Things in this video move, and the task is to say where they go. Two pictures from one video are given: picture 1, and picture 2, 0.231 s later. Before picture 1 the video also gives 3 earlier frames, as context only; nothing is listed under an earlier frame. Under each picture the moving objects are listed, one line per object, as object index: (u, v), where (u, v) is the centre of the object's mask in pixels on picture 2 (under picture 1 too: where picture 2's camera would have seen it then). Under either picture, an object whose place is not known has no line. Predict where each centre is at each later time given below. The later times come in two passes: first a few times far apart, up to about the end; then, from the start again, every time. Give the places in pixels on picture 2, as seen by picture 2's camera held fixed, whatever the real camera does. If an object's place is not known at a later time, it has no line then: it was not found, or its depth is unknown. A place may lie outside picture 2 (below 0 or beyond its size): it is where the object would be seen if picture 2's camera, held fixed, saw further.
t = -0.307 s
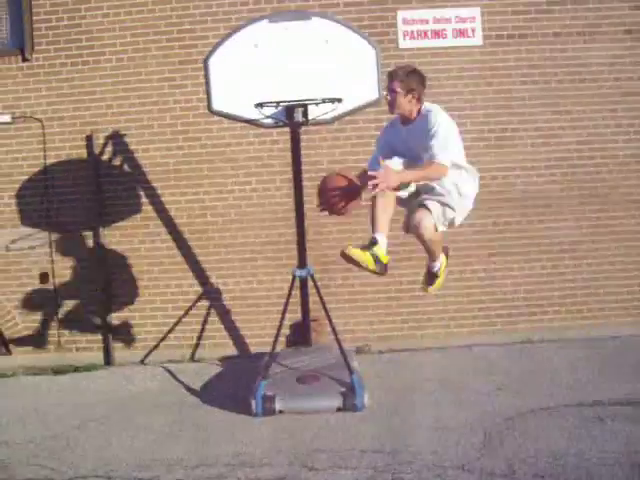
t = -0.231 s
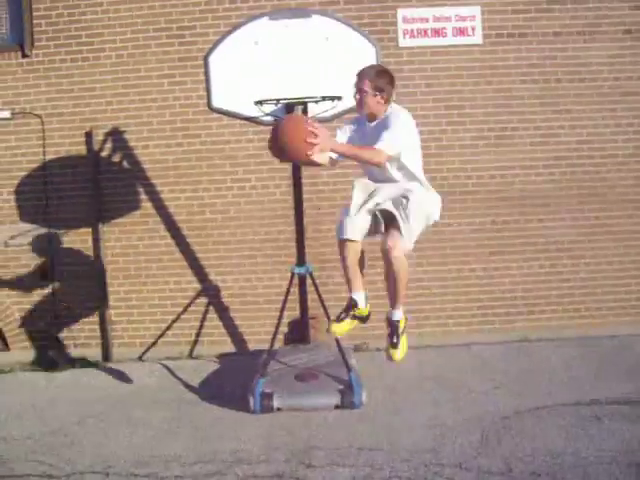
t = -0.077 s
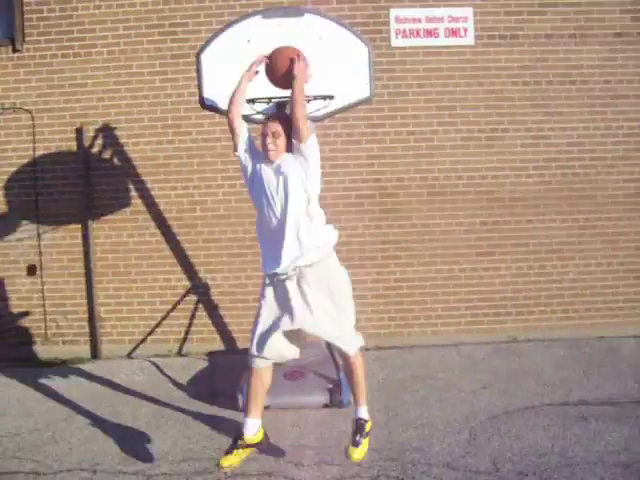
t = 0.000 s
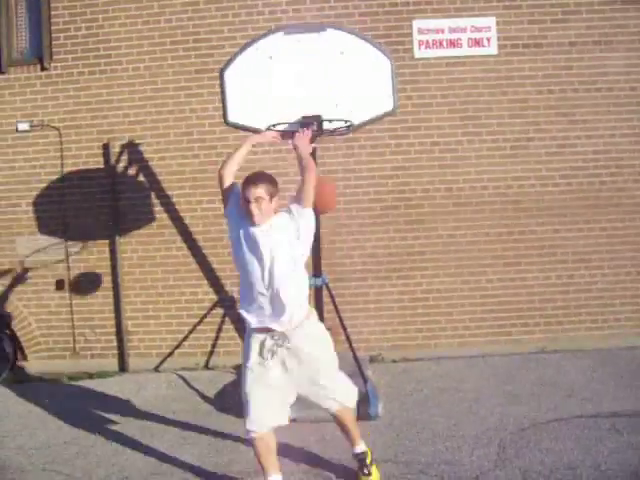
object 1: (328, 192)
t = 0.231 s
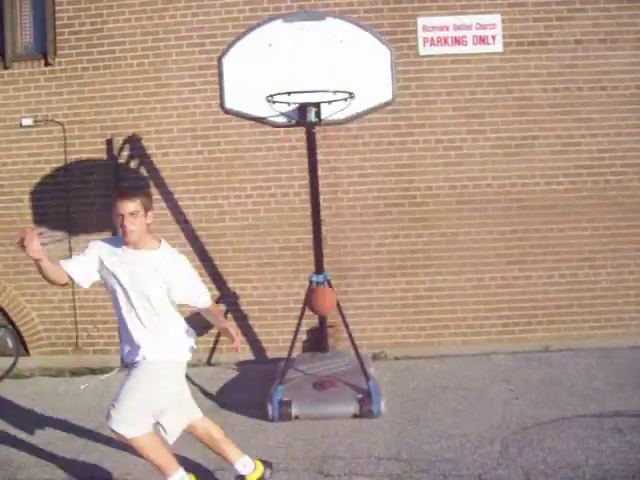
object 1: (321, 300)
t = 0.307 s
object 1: (302, 258)
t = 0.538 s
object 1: (248, 176)
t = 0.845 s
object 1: (186, 175)
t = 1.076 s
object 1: (149, 242)
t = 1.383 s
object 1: (121, 334)
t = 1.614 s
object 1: (150, 269)
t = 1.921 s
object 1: (200, 279)
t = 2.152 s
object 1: (241, 347)
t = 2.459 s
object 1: (237, 324)
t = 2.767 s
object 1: (229, 362)
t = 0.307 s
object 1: (302, 258)
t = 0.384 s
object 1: (283, 222)
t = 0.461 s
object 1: (265, 195)
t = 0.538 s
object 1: (248, 176)
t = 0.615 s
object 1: (231, 165)
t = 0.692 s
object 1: (216, 162)
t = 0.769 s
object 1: (200, 164)
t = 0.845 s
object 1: (186, 175)
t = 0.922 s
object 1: (173, 191)
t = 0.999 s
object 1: (162, 215)
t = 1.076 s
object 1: (149, 242)
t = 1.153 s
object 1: (137, 275)
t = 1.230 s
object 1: (127, 315)
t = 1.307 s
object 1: (117, 359)
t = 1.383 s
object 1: (121, 334)
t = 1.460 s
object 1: (127, 301)
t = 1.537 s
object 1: (137, 281)
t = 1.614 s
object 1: (150, 269)
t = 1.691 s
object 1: (162, 264)
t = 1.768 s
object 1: (175, 264)
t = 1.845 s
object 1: (187, 268)
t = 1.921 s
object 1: (200, 279)
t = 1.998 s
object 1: (213, 296)
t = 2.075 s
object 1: (227, 318)
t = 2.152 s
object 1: (241, 347)
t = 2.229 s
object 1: (247, 339)
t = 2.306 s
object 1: (242, 328)
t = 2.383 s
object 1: (238, 322)
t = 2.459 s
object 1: (237, 324)
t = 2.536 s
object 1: (235, 333)
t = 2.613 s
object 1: (234, 347)
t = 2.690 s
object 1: (231, 369)
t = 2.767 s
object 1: (229, 362)
